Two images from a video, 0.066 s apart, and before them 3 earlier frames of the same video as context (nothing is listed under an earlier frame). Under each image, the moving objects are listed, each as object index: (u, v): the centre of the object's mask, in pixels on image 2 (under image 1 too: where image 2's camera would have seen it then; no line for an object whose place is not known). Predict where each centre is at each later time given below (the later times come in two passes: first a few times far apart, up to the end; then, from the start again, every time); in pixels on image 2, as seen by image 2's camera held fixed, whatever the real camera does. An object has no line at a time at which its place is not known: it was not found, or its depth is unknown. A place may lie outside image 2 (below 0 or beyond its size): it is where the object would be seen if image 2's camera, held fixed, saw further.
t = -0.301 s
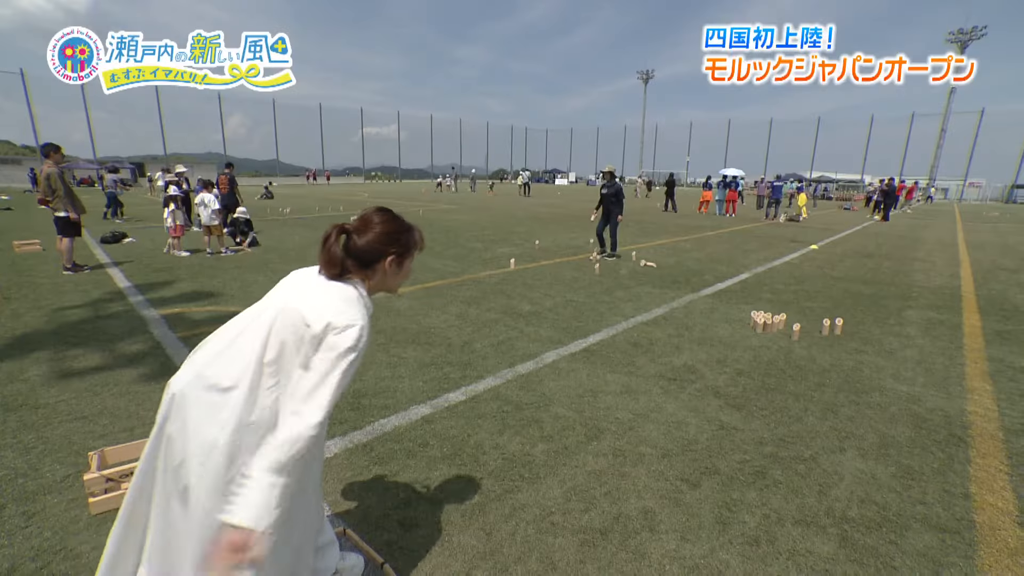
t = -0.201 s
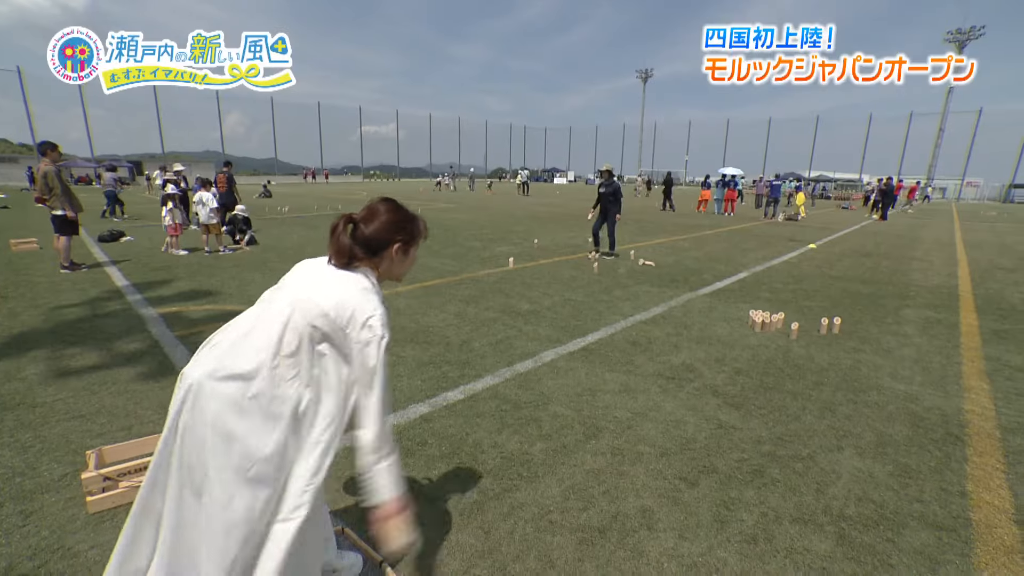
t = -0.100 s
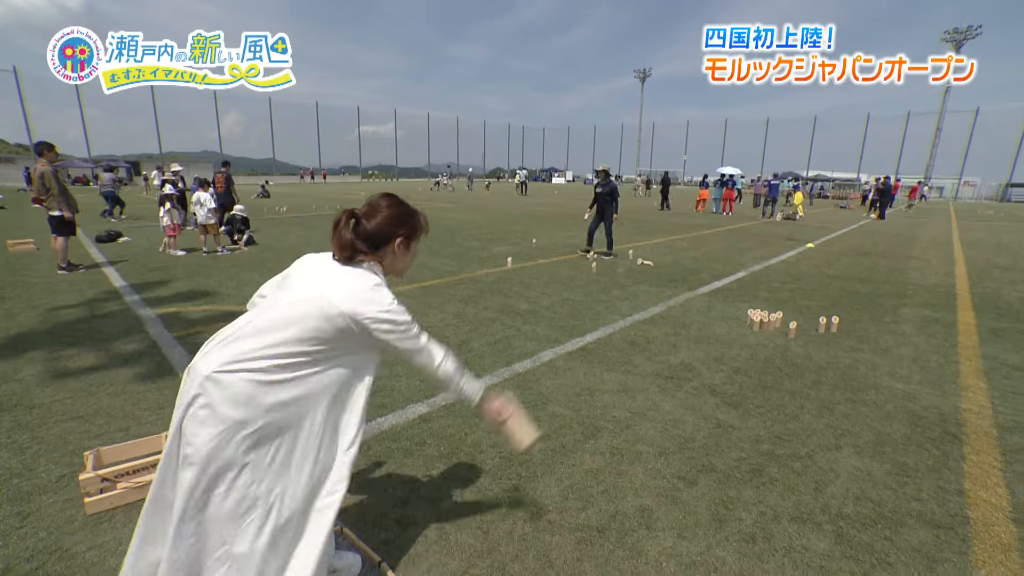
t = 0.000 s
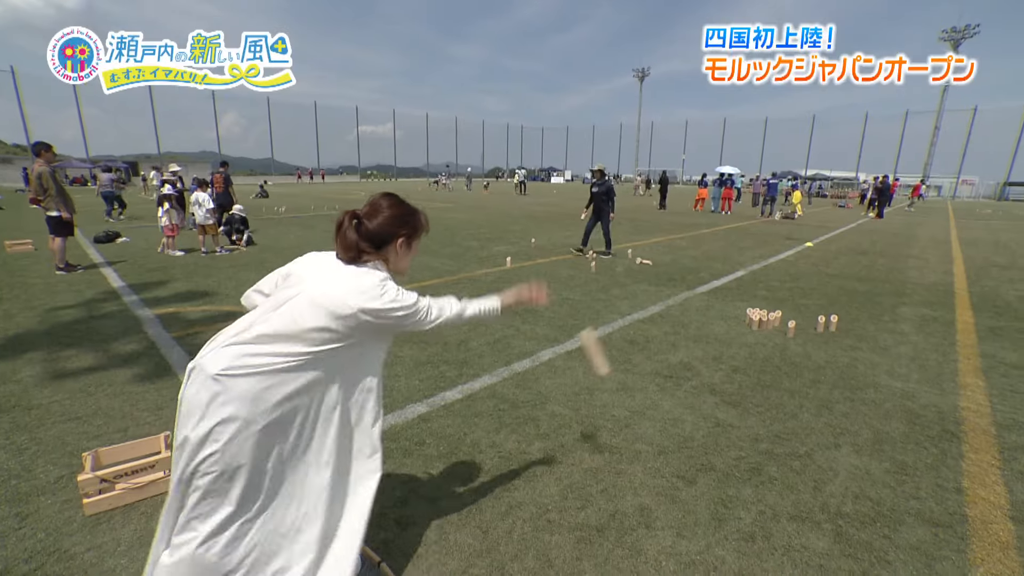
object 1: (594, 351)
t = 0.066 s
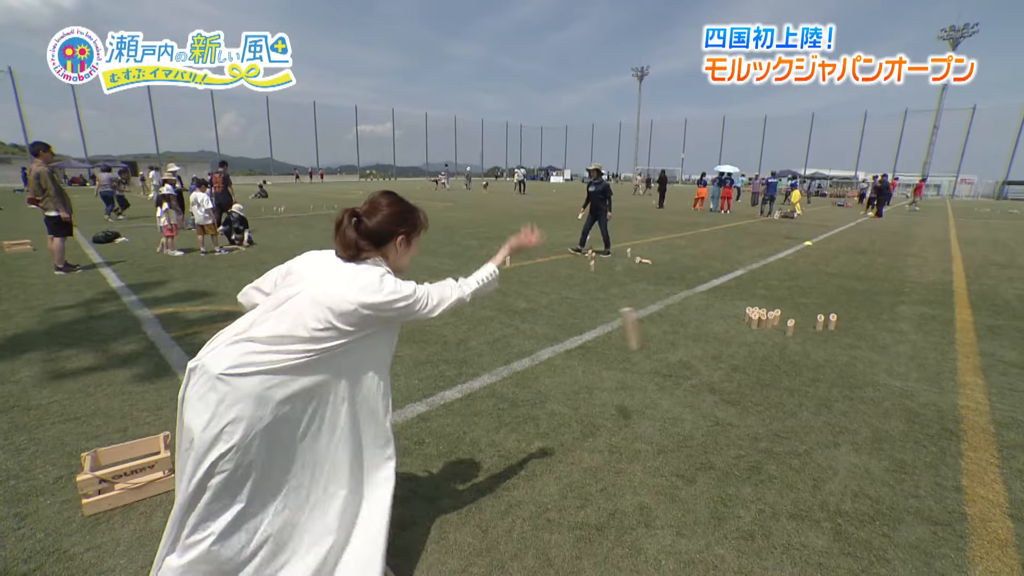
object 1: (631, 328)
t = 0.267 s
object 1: (693, 320)
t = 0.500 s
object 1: (732, 316)
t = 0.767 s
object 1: (752, 303)
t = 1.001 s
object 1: (761, 302)
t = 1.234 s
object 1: (775, 299)
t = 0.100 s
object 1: (644, 321)
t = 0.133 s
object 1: (658, 309)
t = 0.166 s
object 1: (668, 315)
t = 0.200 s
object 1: (677, 314)
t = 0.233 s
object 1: (685, 317)
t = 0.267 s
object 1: (693, 320)
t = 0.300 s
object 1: (699, 324)
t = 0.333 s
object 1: (705, 329)
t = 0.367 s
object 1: (711, 335)
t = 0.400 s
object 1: (715, 339)
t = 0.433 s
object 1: (721, 331)
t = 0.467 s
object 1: (727, 322)
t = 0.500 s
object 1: (732, 316)
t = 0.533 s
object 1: (737, 312)
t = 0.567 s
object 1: (741, 308)
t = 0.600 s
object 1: (746, 305)
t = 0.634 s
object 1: (749, 303)
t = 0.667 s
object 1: (751, 302)
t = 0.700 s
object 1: (752, 302)
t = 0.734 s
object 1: (752, 302)
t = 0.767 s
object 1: (752, 303)
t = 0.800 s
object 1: (752, 304)
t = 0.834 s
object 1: (755, 305)
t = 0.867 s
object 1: (755, 304)
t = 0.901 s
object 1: (758, 303)
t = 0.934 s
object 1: (759, 302)
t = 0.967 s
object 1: (760, 301)
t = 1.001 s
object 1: (761, 302)
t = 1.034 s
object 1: (762, 302)
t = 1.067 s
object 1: (764, 301)
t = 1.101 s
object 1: (766, 299)
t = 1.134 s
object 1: (768, 299)
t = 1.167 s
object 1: (771, 300)
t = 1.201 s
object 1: (773, 299)
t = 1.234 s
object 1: (775, 299)
